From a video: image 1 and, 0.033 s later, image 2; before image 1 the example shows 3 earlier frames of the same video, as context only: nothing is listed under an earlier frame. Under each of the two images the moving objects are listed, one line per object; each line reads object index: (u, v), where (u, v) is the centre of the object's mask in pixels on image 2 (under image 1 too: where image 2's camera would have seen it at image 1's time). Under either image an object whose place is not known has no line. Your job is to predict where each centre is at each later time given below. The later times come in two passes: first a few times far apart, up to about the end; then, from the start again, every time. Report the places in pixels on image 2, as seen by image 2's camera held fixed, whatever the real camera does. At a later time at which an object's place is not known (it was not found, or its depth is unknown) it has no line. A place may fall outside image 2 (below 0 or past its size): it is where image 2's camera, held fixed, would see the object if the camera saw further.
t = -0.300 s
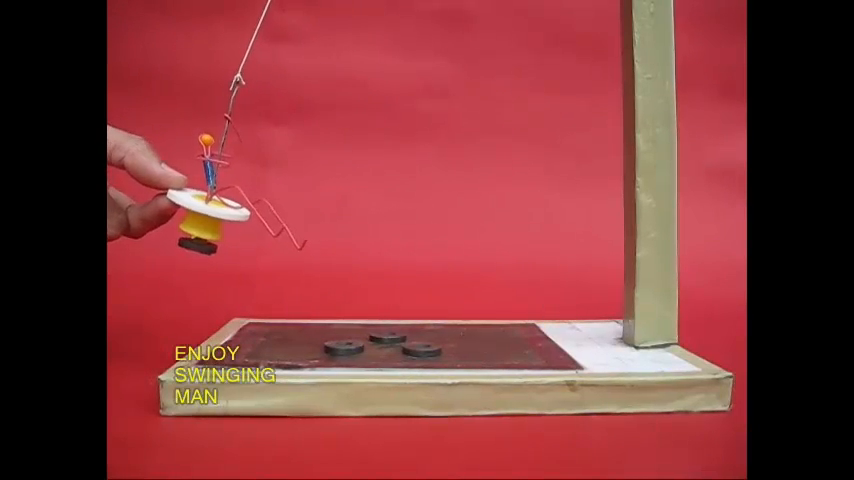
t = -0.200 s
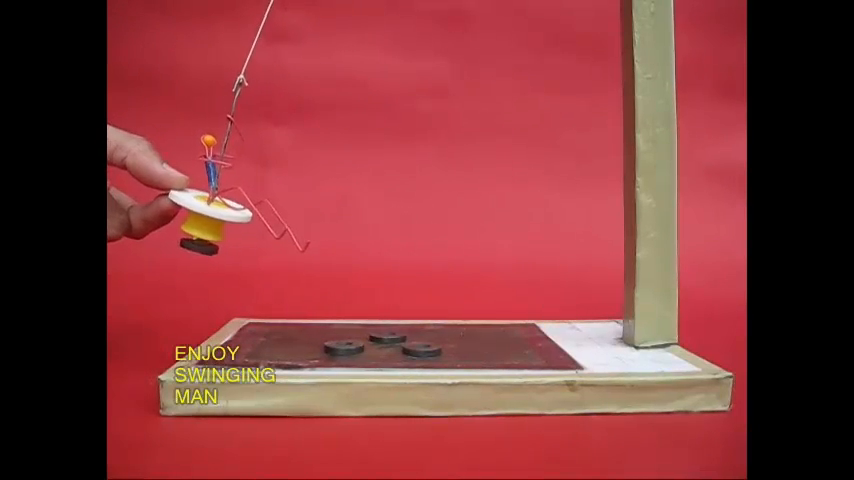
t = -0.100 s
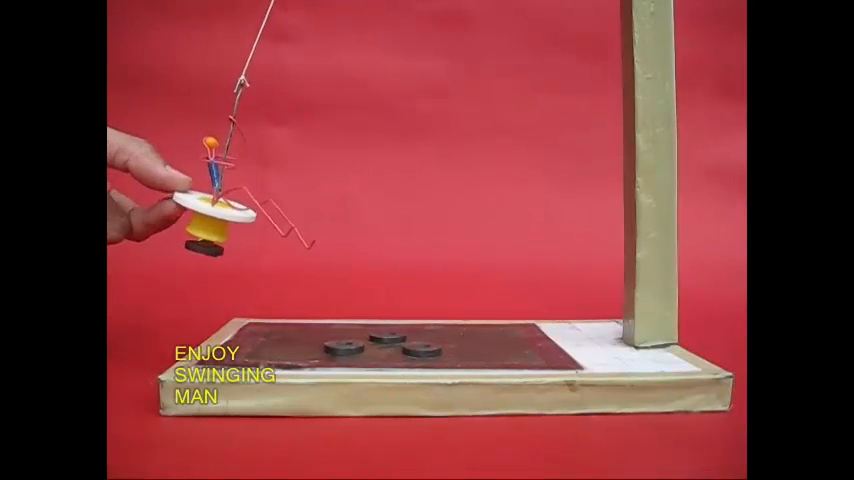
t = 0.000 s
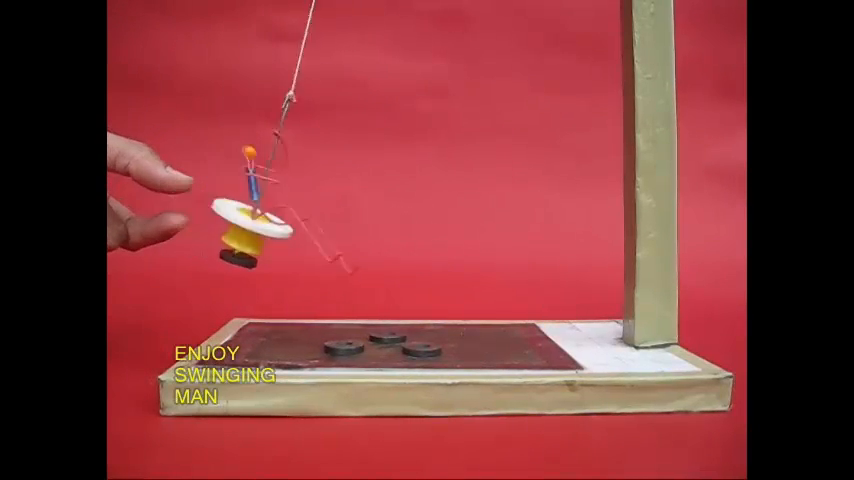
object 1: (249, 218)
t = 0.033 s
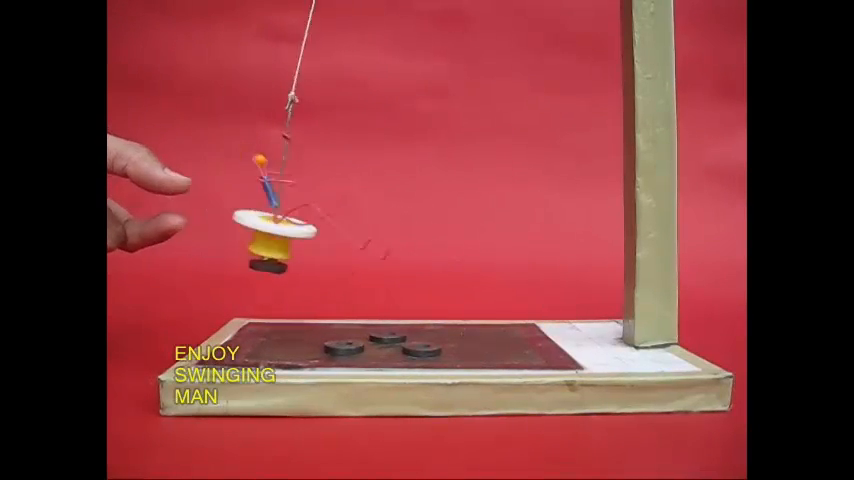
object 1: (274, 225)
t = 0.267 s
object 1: (518, 211)
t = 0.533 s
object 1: (445, 228)
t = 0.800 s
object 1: (234, 208)
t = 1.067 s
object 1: (401, 235)
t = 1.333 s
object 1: (515, 215)
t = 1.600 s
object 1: (277, 228)
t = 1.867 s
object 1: (285, 229)
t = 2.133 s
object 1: (508, 211)
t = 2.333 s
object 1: (452, 227)
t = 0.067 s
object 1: (301, 232)
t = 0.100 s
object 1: (349, 237)
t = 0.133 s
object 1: (377, 236)
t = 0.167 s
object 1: (415, 235)
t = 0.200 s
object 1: (451, 230)
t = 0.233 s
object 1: (492, 220)
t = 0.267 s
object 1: (518, 211)
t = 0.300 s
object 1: (537, 203)
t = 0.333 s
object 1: (550, 201)
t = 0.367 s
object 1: (551, 201)
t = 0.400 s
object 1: (543, 203)
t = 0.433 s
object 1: (528, 207)
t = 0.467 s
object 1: (507, 215)
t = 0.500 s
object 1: (469, 225)
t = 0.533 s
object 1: (445, 228)
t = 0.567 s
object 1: (409, 231)
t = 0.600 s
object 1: (355, 233)
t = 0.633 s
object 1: (329, 230)
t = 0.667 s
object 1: (299, 225)
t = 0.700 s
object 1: (271, 219)
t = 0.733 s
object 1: (250, 215)
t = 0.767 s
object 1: (240, 211)
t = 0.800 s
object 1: (234, 208)
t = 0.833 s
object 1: (233, 208)
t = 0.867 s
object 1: (241, 211)
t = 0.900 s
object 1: (257, 216)
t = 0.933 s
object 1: (272, 220)
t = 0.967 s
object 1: (298, 227)
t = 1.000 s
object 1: (324, 232)
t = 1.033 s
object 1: (358, 235)
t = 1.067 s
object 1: (401, 235)
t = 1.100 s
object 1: (438, 233)
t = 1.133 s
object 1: (466, 227)
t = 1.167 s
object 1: (489, 220)
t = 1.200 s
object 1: (510, 218)
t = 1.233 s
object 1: (523, 214)
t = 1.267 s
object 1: (526, 211)
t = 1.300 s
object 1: (523, 210)
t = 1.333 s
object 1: (515, 215)
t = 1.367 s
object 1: (499, 221)
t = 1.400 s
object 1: (474, 225)
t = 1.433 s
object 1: (446, 229)
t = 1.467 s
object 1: (413, 238)
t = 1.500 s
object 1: (375, 238)
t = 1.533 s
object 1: (335, 236)
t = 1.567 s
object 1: (303, 229)
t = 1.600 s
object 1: (277, 228)
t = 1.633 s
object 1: (255, 224)
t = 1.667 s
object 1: (240, 215)
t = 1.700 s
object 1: (232, 211)
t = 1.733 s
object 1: (231, 210)
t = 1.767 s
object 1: (233, 215)
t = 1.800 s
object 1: (245, 214)
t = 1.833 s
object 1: (263, 218)
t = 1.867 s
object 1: (285, 229)
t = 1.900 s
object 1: (314, 235)
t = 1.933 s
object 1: (348, 237)
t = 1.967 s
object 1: (387, 235)
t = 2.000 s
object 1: (425, 235)
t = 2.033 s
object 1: (453, 229)
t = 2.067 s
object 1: (475, 219)
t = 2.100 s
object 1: (494, 214)
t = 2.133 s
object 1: (508, 211)
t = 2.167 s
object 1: (514, 210)
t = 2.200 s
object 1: (512, 209)
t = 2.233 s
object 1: (504, 210)
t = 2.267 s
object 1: (493, 216)
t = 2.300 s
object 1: (478, 225)
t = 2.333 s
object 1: (452, 227)
